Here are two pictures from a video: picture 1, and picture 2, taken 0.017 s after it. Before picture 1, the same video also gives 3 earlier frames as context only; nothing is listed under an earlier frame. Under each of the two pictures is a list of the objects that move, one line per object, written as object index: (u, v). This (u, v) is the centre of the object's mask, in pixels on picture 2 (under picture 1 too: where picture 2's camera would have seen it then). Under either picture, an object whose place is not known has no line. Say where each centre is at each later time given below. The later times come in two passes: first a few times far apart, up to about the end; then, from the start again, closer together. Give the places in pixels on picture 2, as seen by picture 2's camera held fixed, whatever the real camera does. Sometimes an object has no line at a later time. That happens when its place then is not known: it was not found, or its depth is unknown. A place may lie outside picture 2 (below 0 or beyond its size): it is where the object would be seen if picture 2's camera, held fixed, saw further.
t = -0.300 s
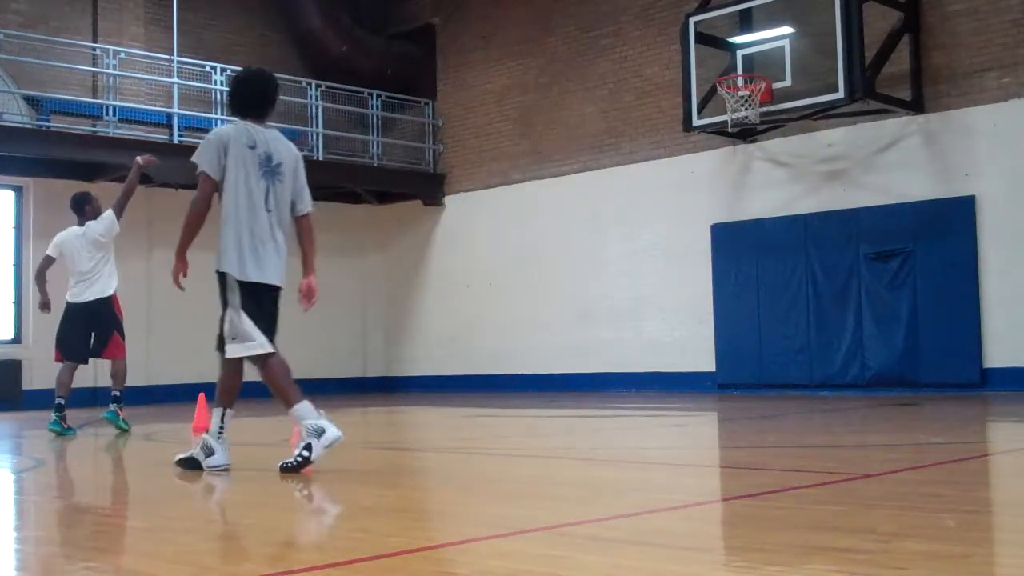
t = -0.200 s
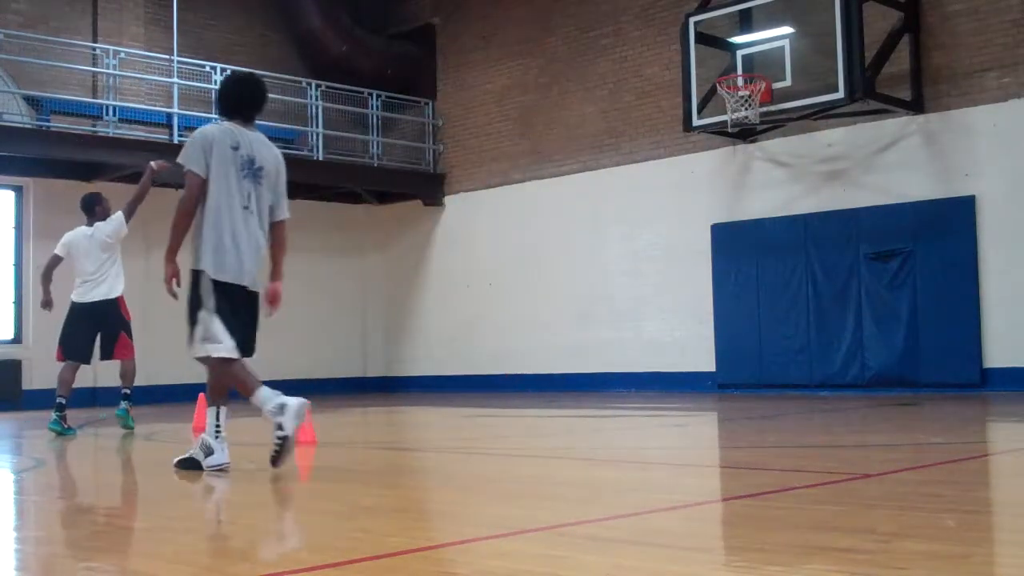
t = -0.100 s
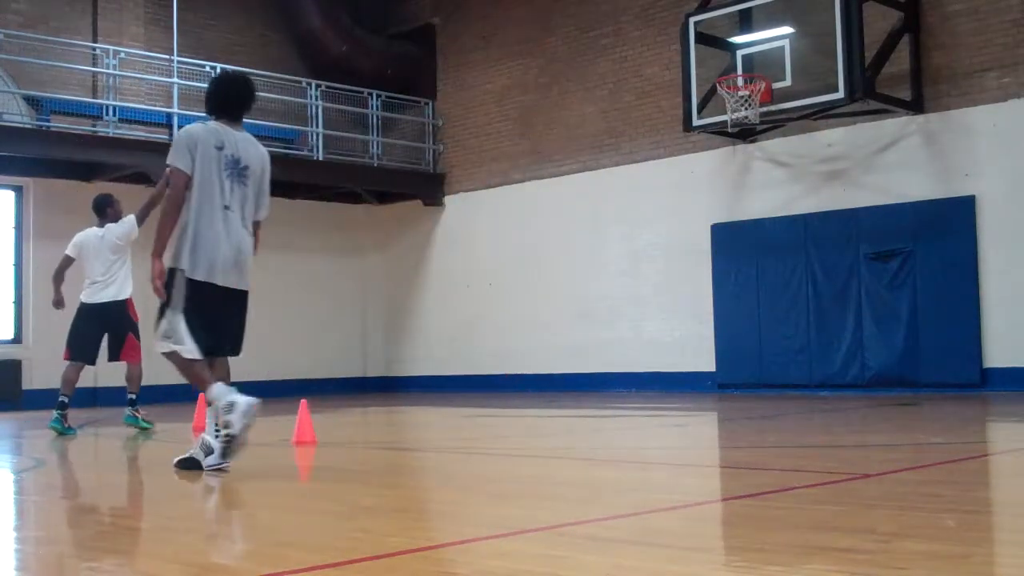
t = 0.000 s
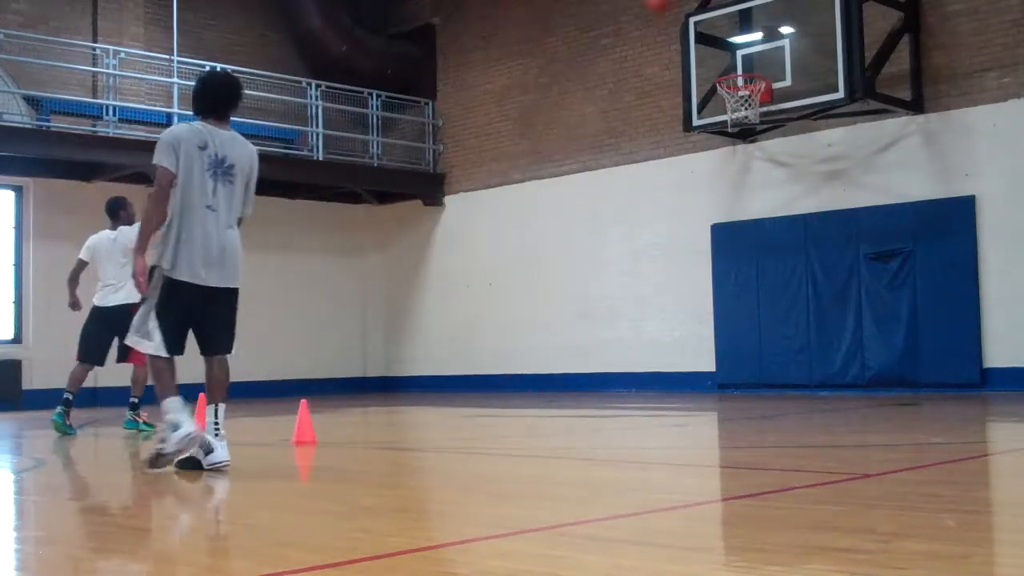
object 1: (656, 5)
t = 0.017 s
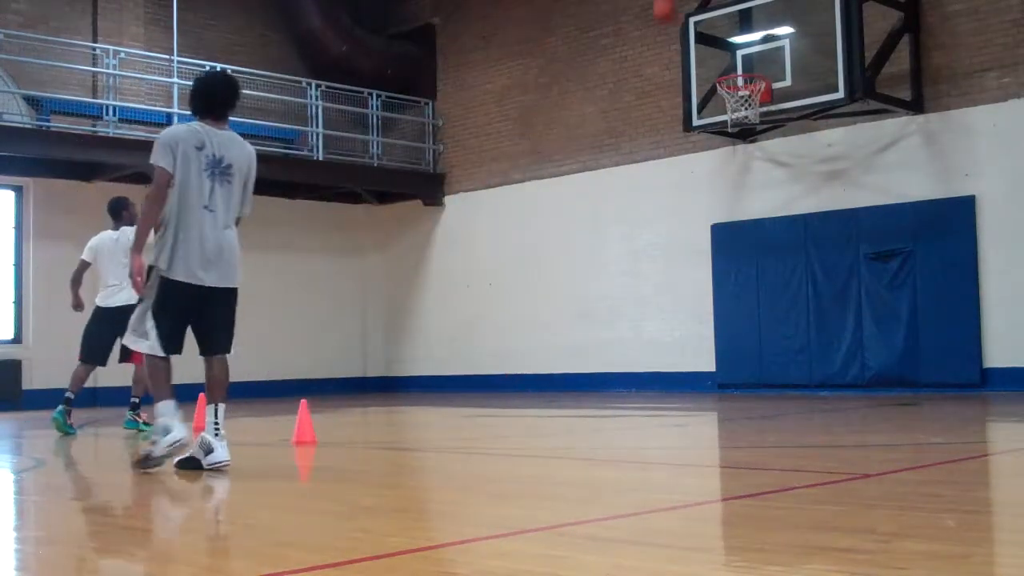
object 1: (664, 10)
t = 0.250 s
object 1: (740, 160)
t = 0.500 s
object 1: (820, 364)
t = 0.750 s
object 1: (788, 307)
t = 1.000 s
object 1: (748, 272)
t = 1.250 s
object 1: (707, 302)
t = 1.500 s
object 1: (664, 387)
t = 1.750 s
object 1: (614, 318)
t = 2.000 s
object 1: (563, 319)
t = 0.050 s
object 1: (675, 27)
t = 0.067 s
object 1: (680, 38)
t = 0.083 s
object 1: (685, 49)
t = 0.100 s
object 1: (691, 60)
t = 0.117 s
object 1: (696, 70)
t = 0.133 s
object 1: (703, 80)
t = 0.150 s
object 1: (707, 91)
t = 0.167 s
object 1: (712, 104)
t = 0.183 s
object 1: (716, 115)
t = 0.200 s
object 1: (722, 128)
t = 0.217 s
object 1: (729, 138)
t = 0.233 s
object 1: (734, 149)
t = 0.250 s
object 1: (740, 160)
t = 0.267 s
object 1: (745, 173)
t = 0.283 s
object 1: (750, 184)
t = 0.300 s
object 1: (756, 197)
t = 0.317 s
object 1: (761, 210)
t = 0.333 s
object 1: (766, 222)
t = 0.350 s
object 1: (771, 235)
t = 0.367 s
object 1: (777, 249)
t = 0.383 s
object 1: (780, 263)
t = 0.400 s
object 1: (785, 275)
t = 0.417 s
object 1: (791, 291)
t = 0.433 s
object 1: (797, 306)
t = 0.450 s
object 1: (802, 320)
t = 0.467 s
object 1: (809, 334)
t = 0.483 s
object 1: (814, 349)
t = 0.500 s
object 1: (820, 364)
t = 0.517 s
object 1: (824, 379)
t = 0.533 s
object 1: (823, 380)
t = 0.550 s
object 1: (820, 375)
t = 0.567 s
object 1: (817, 369)
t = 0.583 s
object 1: (814, 361)
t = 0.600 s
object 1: (811, 355)
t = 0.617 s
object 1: (808, 347)
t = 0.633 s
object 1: (806, 341)
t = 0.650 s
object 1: (804, 335)
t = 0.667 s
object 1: (801, 330)
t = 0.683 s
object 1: (799, 325)
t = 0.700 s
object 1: (796, 320)
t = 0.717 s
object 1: (793, 317)
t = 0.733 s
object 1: (790, 311)
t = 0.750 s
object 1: (788, 307)
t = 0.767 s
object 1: (786, 302)
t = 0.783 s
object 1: (783, 298)
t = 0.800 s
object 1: (780, 295)
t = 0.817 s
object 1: (777, 291)
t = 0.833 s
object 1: (774, 289)
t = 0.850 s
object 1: (772, 286)
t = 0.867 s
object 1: (770, 283)
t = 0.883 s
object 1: (767, 280)
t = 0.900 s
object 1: (764, 277)
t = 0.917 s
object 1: (761, 277)
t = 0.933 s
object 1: (758, 275)
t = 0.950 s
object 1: (755, 275)
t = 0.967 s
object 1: (753, 273)
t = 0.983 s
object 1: (751, 272)
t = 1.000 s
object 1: (748, 272)
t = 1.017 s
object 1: (746, 272)
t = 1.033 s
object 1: (742, 272)
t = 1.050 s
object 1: (740, 273)
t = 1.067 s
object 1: (736, 274)
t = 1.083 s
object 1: (734, 274)
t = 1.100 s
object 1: (731, 276)
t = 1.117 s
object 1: (729, 277)
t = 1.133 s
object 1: (726, 279)
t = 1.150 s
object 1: (724, 281)
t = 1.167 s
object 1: (721, 284)
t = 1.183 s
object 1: (718, 287)
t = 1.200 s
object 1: (715, 290)
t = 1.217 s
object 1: (712, 294)
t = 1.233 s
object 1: (709, 298)
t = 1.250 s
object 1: (707, 302)
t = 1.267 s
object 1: (704, 306)
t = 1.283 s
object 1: (701, 311)
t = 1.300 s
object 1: (698, 316)
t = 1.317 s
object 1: (696, 322)
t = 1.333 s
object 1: (693, 327)
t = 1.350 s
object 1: (690, 334)
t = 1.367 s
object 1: (687, 341)
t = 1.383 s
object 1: (684, 347)
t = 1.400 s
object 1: (682, 355)
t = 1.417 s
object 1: (679, 363)
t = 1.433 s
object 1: (676, 371)
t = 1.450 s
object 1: (673, 380)
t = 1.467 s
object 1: (670, 387)
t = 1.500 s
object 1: (664, 387)
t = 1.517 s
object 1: (660, 381)
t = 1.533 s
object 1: (657, 375)
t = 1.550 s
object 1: (654, 369)
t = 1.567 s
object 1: (651, 363)
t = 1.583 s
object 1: (647, 357)
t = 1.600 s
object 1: (644, 351)
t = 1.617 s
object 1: (641, 346)
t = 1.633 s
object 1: (638, 342)
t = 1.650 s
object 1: (634, 338)
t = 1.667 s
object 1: (631, 333)
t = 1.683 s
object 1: (628, 330)
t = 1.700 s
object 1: (624, 326)
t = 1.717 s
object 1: (621, 323)
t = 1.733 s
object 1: (618, 320)
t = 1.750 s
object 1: (614, 318)
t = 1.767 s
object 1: (611, 315)
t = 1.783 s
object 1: (608, 313)
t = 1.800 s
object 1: (604, 312)
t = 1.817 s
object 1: (601, 311)
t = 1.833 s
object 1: (598, 309)
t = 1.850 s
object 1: (594, 309)
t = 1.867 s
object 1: (591, 309)
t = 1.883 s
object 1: (587, 309)
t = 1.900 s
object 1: (584, 309)
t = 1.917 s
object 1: (580, 310)
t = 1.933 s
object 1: (577, 311)
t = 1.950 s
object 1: (574, 312)
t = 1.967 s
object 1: (570, 314)
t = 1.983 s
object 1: (567, 316)
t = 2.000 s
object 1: (563, 319)
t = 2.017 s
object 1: (559, 322)
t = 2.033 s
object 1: (556, 325)
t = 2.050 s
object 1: (553, 329)
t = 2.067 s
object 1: (549, 332)
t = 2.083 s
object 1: (545, 337)
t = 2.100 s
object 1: (542, 342)
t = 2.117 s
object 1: (538, 347)
